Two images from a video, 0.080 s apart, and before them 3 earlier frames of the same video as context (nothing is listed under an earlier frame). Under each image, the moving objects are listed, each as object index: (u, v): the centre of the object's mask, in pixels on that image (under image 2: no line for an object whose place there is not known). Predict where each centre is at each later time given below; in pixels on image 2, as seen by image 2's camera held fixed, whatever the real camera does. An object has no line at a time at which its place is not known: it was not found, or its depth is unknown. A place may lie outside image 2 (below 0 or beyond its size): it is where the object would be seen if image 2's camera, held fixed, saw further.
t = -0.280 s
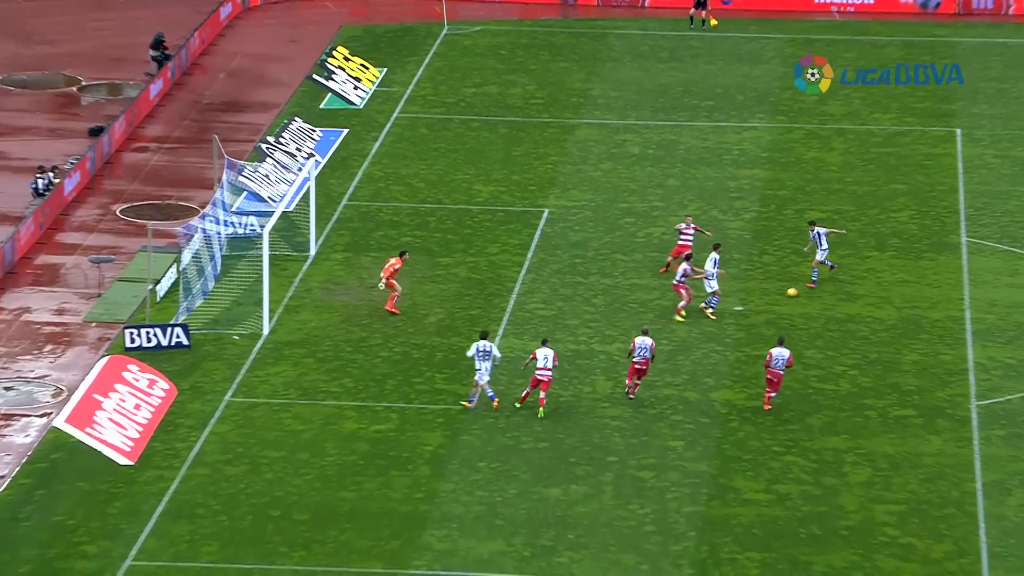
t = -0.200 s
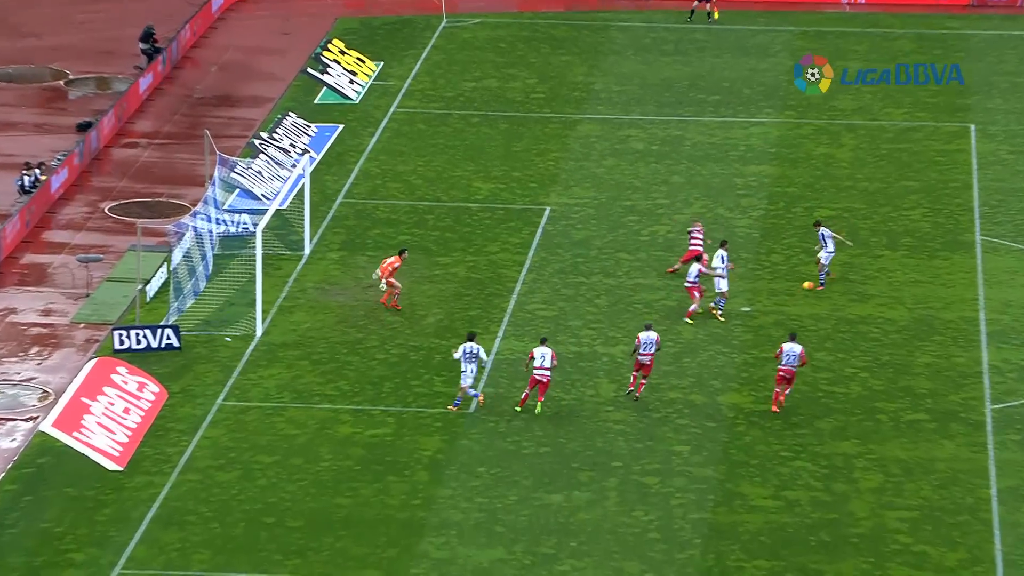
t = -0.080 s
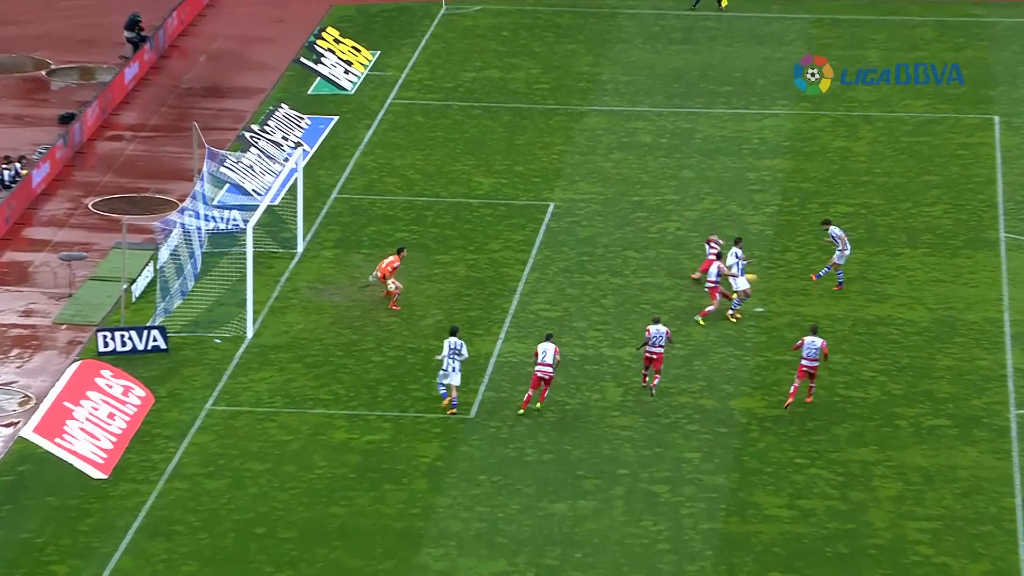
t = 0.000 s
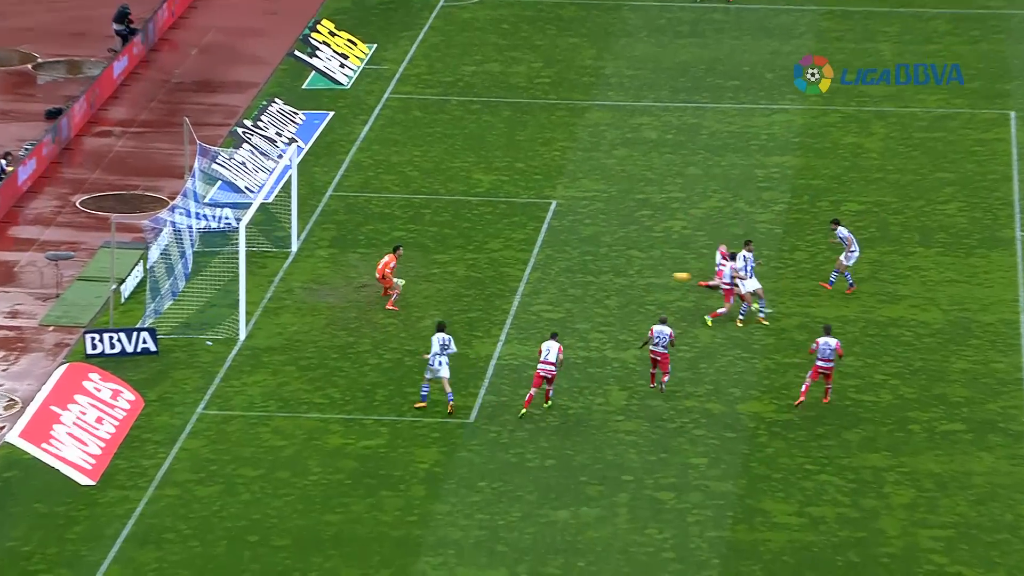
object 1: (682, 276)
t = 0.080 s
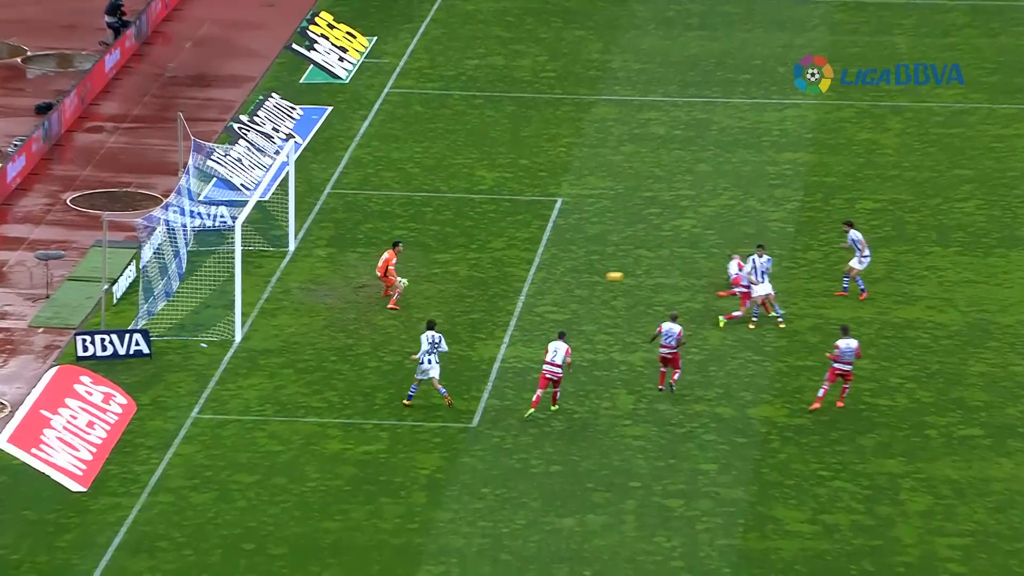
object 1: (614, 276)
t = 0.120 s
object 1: (577, 276)
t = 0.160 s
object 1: (540, 276)
